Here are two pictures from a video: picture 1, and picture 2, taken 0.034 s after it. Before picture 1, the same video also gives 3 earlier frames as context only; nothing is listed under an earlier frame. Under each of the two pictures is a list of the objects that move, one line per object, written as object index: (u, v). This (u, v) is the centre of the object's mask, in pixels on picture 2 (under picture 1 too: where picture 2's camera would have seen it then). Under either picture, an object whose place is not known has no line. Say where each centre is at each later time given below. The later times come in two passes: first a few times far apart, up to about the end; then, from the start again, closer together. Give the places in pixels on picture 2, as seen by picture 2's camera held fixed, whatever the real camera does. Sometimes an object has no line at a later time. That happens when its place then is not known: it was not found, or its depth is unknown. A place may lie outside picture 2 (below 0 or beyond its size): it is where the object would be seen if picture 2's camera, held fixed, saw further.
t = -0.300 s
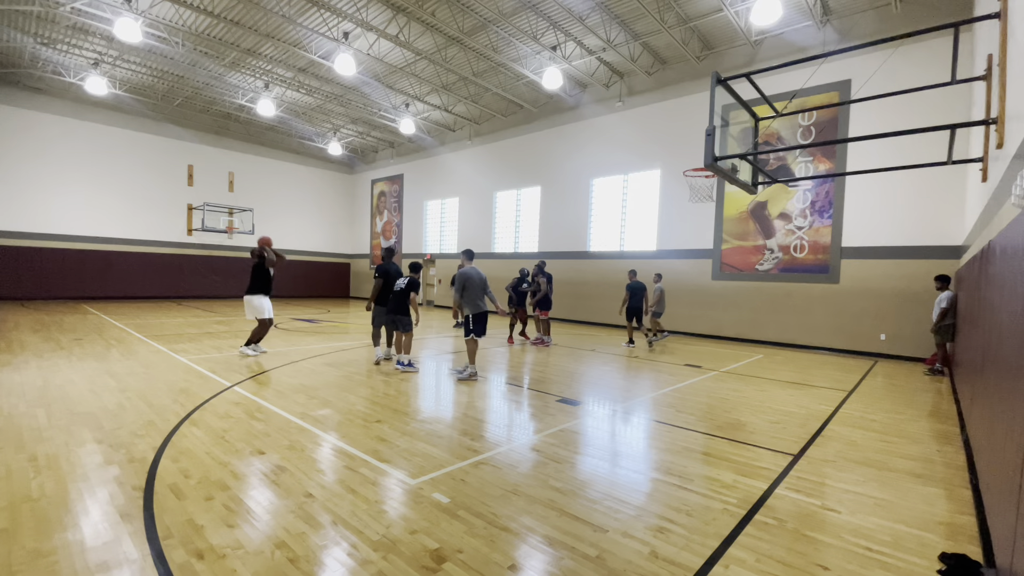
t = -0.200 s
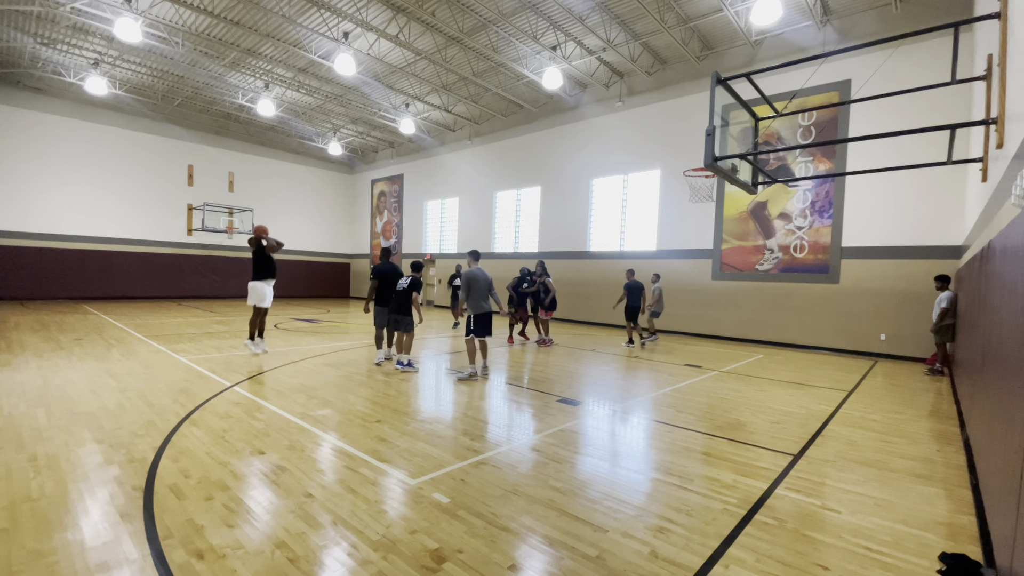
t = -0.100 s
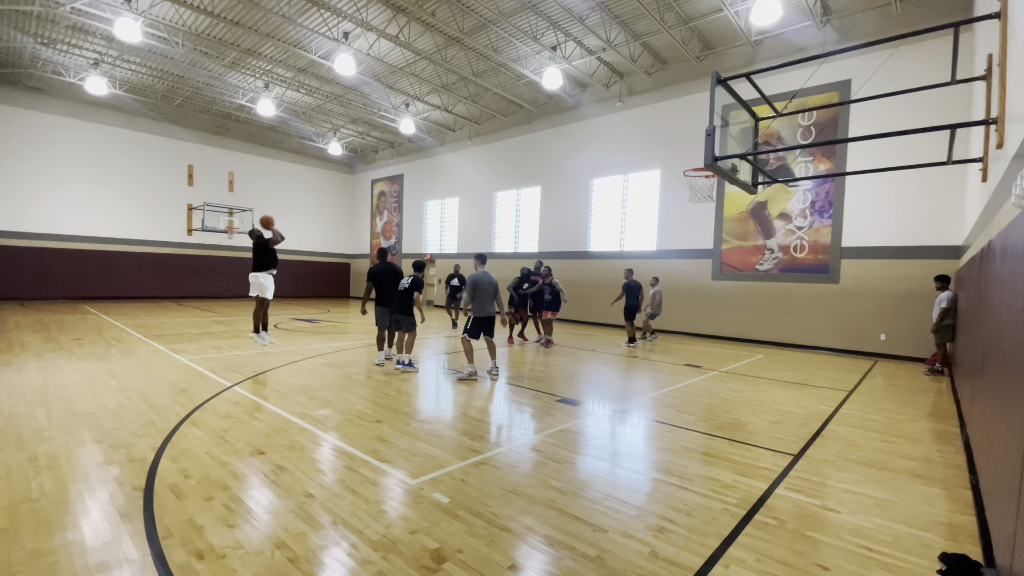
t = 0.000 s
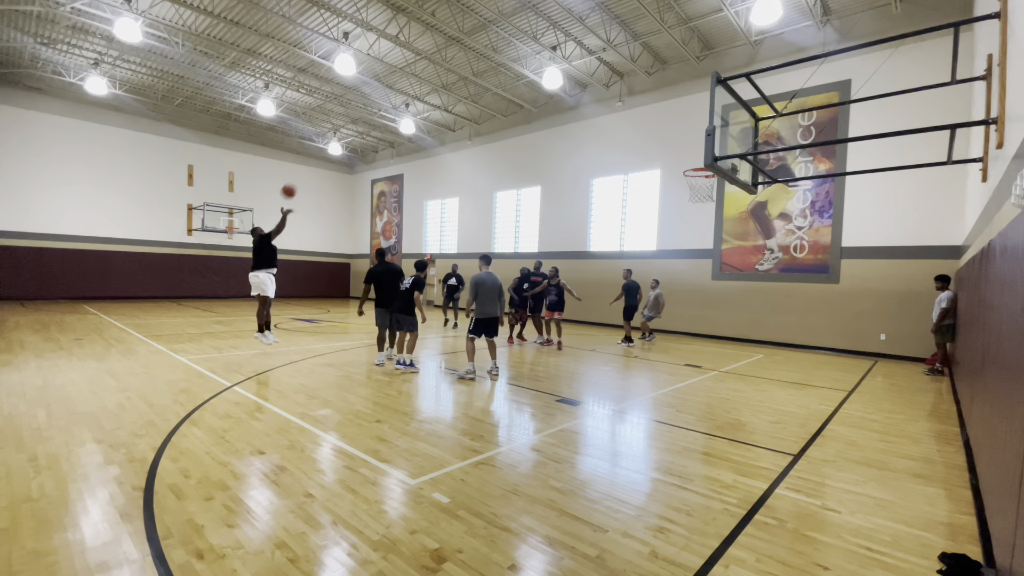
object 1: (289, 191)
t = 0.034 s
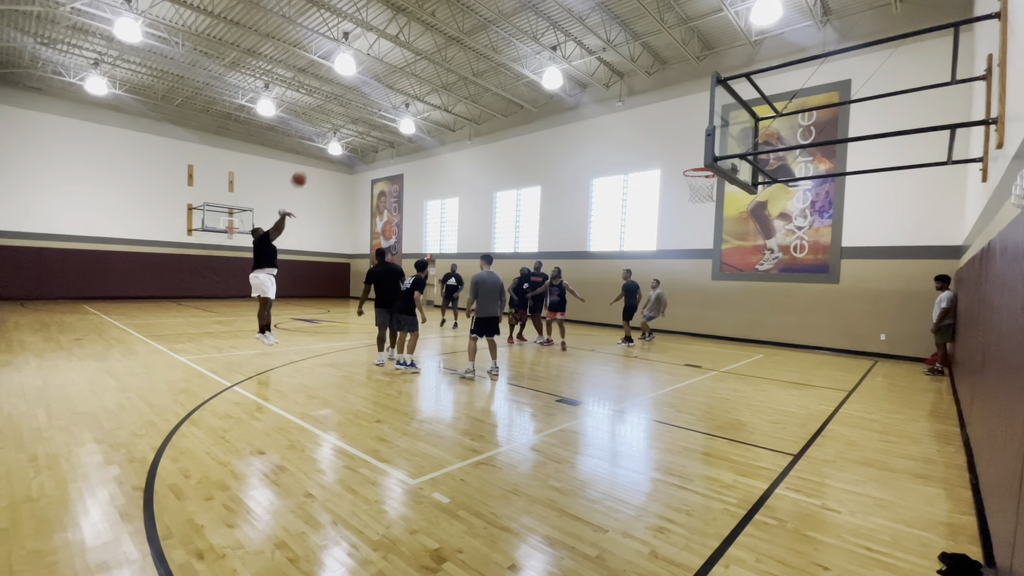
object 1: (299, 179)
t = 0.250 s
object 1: (366, 116)
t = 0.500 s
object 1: (447, 73)
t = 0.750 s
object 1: (533, 68)
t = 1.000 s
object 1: (622, 105)
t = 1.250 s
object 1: (712, 187)
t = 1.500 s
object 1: (743, 233)
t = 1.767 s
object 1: (773, 328)
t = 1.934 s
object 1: (785, 375)
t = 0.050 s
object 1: (304, 174)
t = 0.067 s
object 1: (309, 168)
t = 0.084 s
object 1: (314, 162)
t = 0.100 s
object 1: (319, 159)
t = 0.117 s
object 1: (323, 154)
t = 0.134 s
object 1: (329, 147)
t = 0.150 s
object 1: (335, 141)
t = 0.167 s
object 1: (341, 137)
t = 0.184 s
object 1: (345, 133)
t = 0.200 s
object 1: (351, 128)
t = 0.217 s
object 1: (357, 124)
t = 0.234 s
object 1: (361, 120)
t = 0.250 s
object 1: (366, 116)
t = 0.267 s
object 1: (372, 111)
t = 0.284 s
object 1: (377, 108)
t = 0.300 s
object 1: (383, 104)
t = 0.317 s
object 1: (388, 100)
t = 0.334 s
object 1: (394, 97)
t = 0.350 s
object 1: (399, 93)
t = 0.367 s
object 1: (404, 91)
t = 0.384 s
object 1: (409, 88)
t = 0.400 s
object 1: (415, 85)
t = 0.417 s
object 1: (420, 83)
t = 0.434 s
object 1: (425, 80)
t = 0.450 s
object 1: (431, 78)
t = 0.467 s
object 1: (436, 76)
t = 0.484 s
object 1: (442, 74)
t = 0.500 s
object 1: (447, 73)
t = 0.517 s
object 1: (453, 71)
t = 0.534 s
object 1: (458, 69)
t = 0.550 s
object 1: (465, 68)
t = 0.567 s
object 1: (470, 67)
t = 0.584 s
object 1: (475, 67)
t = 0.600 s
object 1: (482, 66)
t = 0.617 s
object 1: (487, 65)
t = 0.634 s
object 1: (493, 65)
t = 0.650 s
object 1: (499, 65)
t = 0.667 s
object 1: (504, 65)
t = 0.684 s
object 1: (510, 65)
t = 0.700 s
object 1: (516, 66)
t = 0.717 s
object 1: (521, 66)
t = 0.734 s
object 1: (527, 67)
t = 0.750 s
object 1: (533, 68)
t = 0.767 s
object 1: (539, 69)
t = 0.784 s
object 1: (544, 70)
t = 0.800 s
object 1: (550, 72)
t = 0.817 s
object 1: (558, 73)
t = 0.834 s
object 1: (564, 76)
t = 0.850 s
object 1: (569, 78)
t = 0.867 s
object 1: (574, 80)
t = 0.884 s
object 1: (580, 83)
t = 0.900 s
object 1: (586, 86)
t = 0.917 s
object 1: (592, 89)
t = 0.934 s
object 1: (598, 91)
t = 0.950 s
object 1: (604, 95)
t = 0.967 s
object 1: (610, 98)
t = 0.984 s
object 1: (616, 102)
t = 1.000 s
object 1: (622, 105)
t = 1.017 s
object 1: (628, 109)
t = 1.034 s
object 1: (634, 113)
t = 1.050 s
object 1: (640, 118)
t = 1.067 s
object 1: (646, 123)
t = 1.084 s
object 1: (652, 127)
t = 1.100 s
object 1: (658, 133)
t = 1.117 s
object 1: (664, 138)
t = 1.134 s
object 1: (670, 143)
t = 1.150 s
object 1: (676, 149)
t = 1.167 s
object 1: (682, 155)
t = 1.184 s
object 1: (688, 161)
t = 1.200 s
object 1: (694, 167)
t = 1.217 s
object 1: (699, 174)
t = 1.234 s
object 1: (707, 181)
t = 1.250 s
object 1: (712, 187)
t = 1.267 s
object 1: (715, 192)
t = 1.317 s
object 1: (721, 197)
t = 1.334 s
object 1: (723, 199)
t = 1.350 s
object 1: (726, 202)
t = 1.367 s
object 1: (728, 205)
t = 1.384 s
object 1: (729, 208)
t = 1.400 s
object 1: (731, 211)
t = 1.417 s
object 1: (733, 214)
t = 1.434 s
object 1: (735, 217)
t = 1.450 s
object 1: (737, 221)
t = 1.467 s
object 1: (739, 224)
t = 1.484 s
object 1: (741, 229)
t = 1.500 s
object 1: (743, 233)
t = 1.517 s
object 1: (745, 237)
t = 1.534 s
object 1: (747, 242)
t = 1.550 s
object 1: (749, 247)
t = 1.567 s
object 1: (751, 252)
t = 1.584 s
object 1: (753, 257)
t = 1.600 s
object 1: (754, 264)
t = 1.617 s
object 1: (757, 269)
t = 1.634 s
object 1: (758, 274)
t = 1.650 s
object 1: (760, 280)
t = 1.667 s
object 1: (762, 286)
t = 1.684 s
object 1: (764, 293)
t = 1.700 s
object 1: (766, 299)
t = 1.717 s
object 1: (768, 306)
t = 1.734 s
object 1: (769, 313)
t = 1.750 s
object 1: (772, 320)
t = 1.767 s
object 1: (773, 328)
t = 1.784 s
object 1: (775, 335)
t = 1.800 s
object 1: (777, 342)
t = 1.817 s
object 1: (778, 350)
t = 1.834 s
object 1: (780, 358)
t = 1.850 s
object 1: (782, 367)
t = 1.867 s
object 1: (783, 374)
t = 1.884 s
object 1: (785, 384)
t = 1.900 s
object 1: (786, 387)
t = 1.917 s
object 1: (785, 381)
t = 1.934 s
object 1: (785, 375)
